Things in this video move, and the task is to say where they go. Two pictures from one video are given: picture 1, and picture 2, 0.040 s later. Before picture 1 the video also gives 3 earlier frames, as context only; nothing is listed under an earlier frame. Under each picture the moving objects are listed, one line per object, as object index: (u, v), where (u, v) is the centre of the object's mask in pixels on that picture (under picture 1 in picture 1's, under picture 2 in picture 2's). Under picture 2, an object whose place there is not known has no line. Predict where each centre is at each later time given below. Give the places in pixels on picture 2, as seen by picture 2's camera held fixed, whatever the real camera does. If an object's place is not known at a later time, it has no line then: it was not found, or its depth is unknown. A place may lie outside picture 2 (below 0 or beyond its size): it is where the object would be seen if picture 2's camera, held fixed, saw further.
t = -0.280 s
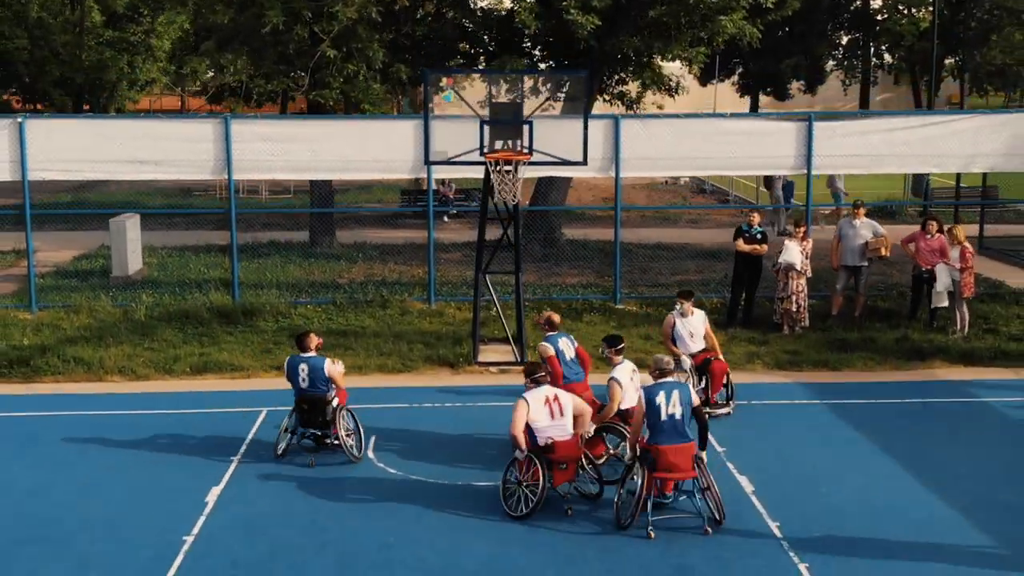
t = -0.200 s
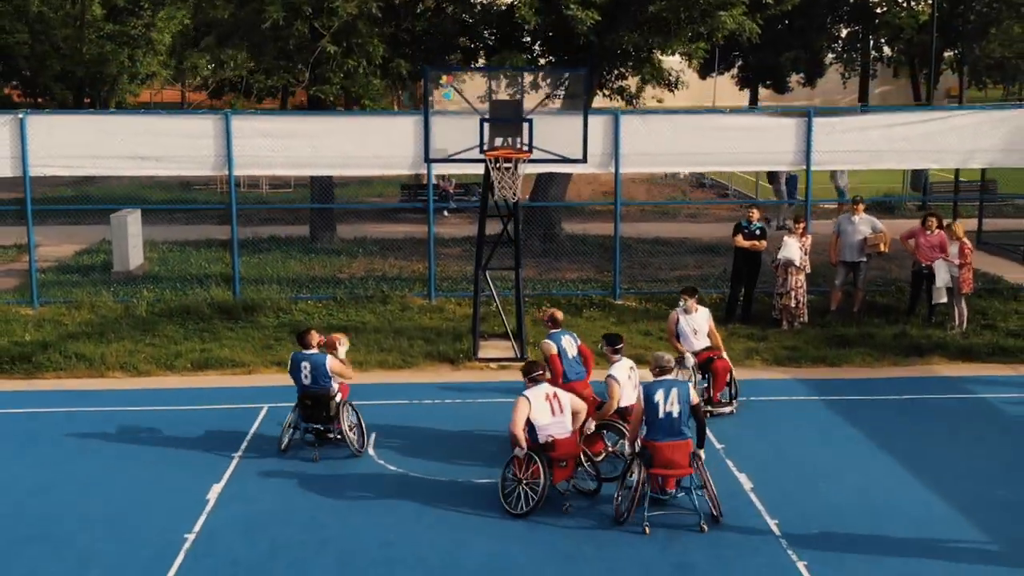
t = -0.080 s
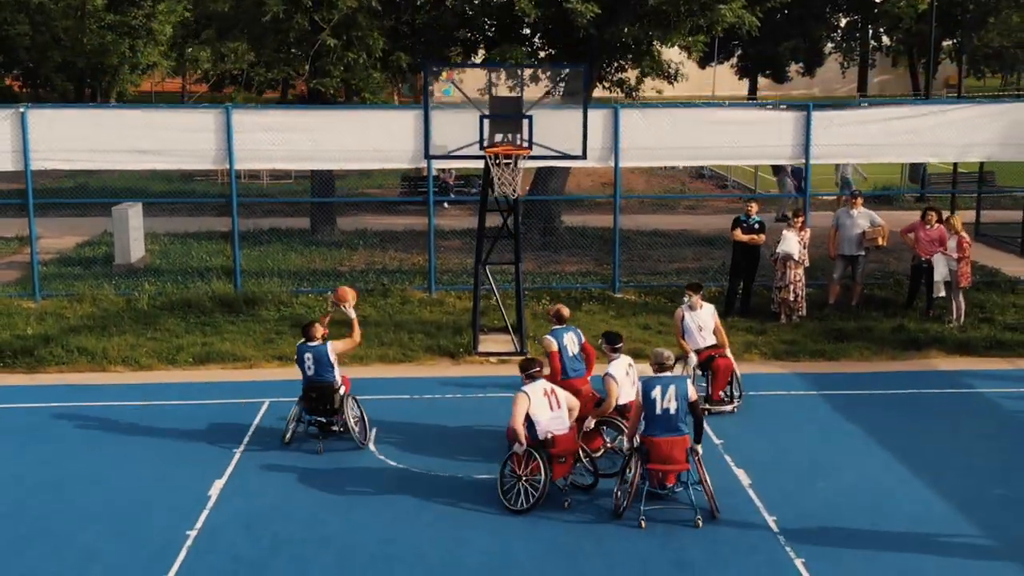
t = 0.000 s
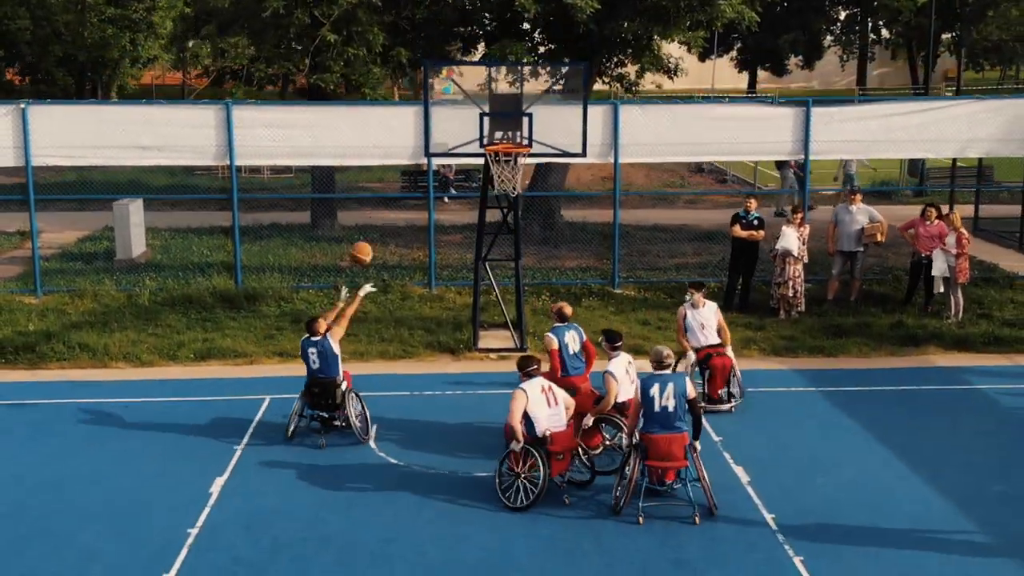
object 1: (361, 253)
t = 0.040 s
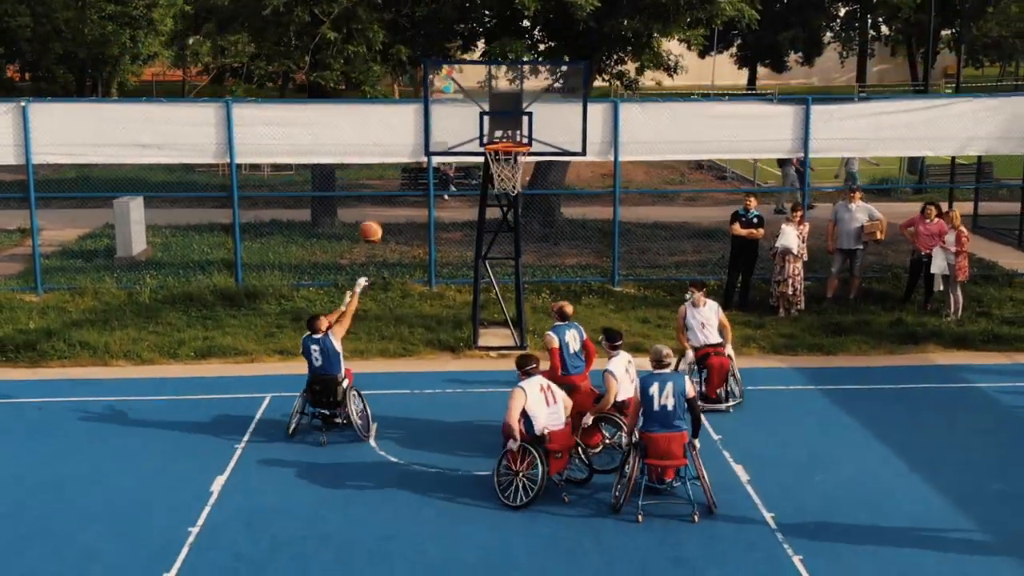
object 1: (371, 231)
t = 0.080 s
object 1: (379, 213)
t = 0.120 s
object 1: (388, 197)
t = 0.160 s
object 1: (396, 182)
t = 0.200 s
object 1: (406, 172)
